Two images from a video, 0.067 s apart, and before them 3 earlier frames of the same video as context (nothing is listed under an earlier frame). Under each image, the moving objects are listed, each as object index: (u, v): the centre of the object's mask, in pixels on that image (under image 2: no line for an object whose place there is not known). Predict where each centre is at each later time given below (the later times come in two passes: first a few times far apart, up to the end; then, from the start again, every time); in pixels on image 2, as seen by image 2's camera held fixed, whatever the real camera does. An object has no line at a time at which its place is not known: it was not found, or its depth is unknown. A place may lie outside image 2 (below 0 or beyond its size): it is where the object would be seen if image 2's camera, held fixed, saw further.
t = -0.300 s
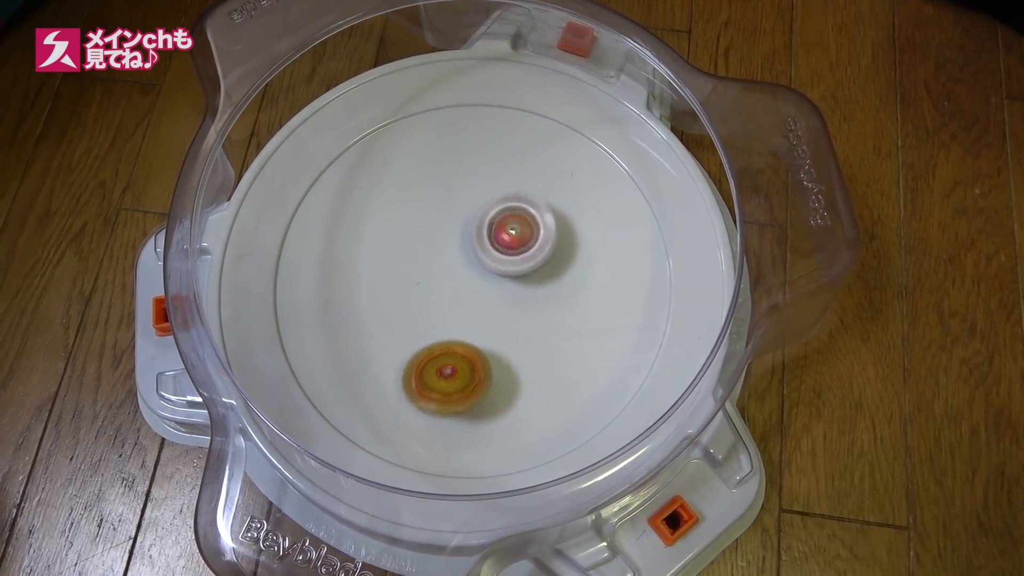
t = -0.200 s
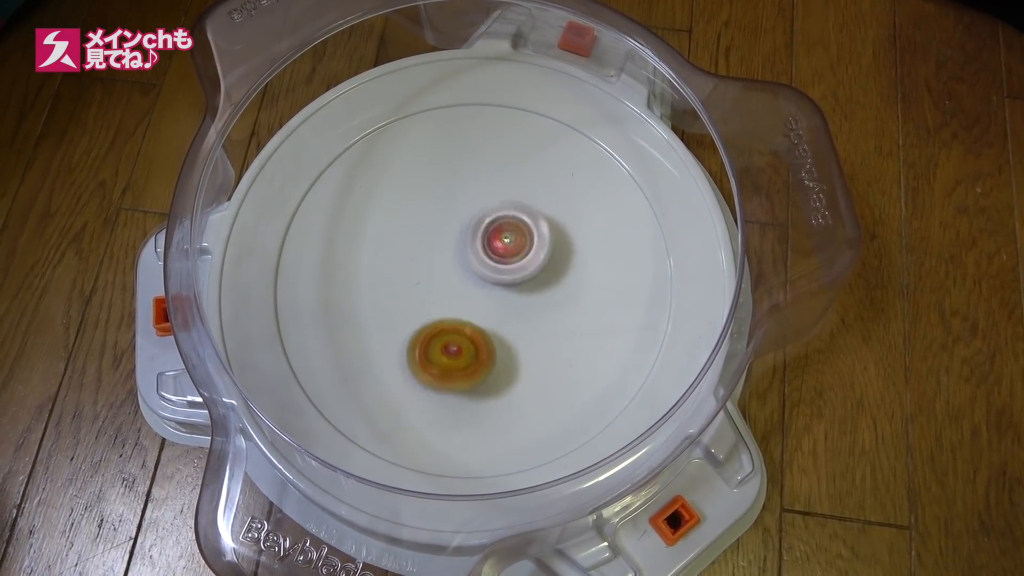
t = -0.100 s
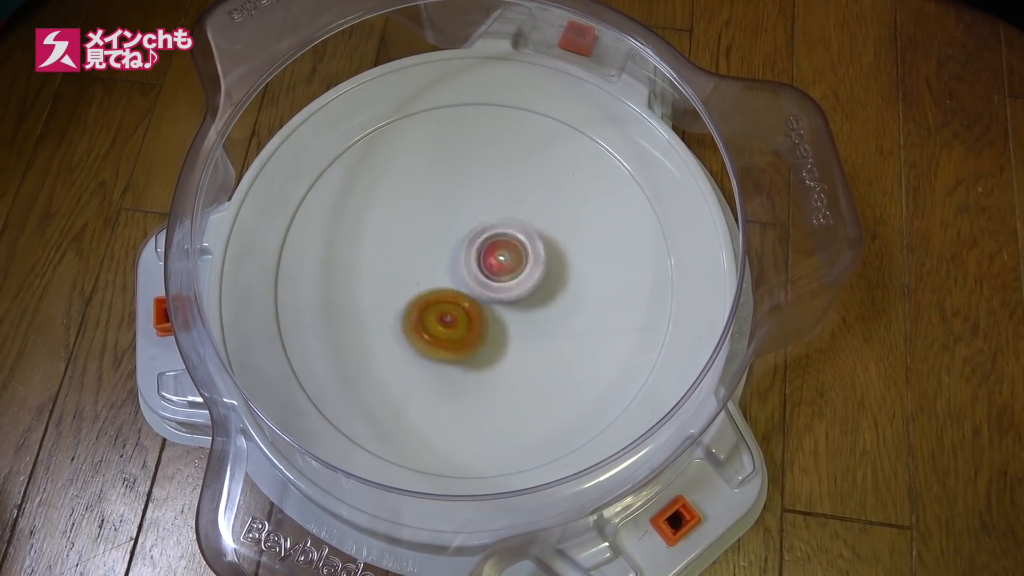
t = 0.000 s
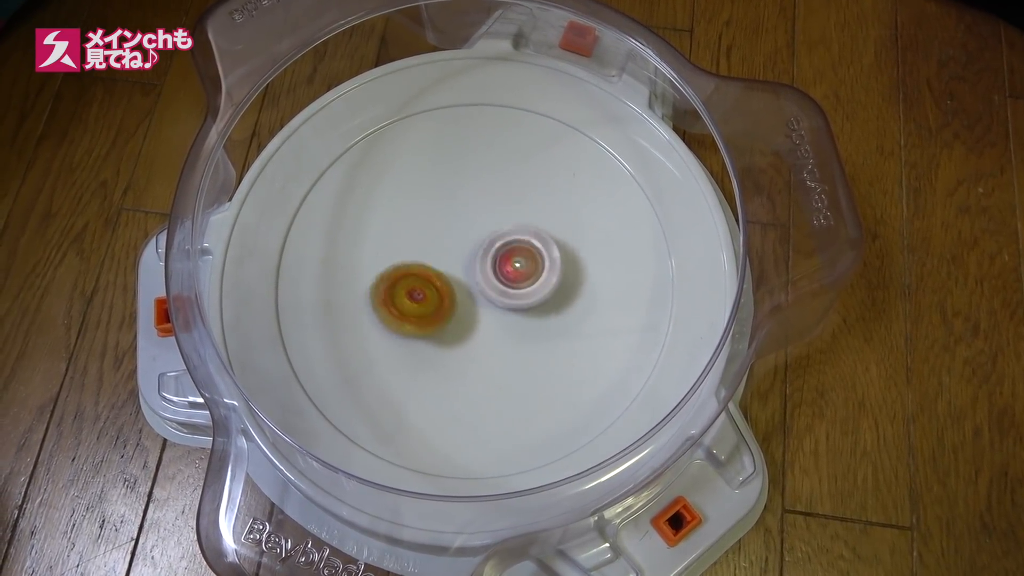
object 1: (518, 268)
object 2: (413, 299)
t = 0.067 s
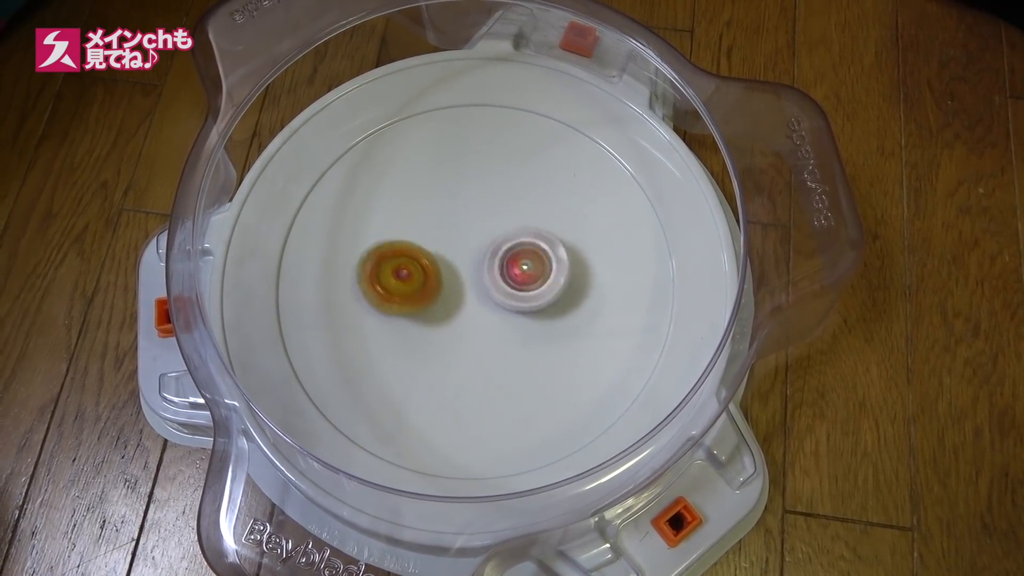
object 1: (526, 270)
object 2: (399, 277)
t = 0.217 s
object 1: (527, 270)
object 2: (389, 236)
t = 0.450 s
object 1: (489, 285)
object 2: (430, 212)
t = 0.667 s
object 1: (478, 323)
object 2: (502, 215)
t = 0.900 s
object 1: (494, 311)
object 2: (563, 235)
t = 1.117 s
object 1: (459, 275)
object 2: (558, 275)
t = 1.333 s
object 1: (425, 290)
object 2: (510, 323)
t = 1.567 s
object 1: (414, 280)
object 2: (453, 359)
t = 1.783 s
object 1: (427, 249)
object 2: (410, 332)
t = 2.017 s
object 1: (462, 199)
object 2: (405, 274)
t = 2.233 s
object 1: (492, 175)
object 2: (437, 240)
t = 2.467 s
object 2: (357, 321)
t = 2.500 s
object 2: (361, 327)
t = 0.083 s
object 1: (527, 271)
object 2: (396, 272)
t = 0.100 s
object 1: (528, 270)
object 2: (394, 267)
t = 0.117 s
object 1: (530, 271)
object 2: (392, 261)
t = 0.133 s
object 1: (529, 270)
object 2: (390, 257)
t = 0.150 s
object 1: (530, 271)
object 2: (389, 252)
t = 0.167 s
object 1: (530, 270)
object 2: (388, 247)
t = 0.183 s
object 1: (529, 270)
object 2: (388, 244)
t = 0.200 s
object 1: (529, 270)
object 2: (388, 239)
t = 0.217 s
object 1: (527, 270)
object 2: (389, 236)
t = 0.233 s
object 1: (526, 270)
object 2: (390, 232)
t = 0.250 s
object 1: (525, 270)
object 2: (391, 229)
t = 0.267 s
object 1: (522, 270)
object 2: (393, 225)
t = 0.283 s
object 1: (521, 270)
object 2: (394, 223)
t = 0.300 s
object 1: (517, 271)
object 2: (397, 221)
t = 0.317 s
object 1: (515, 271)
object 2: (400, 219)
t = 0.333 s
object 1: (511, 274)
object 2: (403, 217)
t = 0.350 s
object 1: (506, 273)
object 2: (406, 215)
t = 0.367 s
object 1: (505, 275)
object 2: (410, 215)
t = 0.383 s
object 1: (501, 276)
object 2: (413, 213)
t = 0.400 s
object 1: (501, 279)
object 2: (417, 213)
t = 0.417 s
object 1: (495, 280)
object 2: (421, 213)
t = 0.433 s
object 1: (494, 283)
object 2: (426, 212)
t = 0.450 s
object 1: (489, 285)
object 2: (430, 212)
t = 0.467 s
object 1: (488, 288)
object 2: (435, 212)
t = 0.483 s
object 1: (484, 291)
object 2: (440, 212)
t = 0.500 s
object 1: (484, 294)
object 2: (444, 212)
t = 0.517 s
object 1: (481, 297)
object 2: (450, 212)
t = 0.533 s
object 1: (481, 300)
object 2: (455, 212)
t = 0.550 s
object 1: (478, 304)
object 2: (460, 212)
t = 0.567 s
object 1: (478, 308)
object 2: (466, 213)
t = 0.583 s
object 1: (477, 310)
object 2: (472, 213)
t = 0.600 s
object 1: (476, 313)
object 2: (479, 214)
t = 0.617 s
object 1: (477, 316)
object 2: (484, 214)
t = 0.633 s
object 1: (476, 319)
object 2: (490, 214)
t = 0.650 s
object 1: (476, 321)
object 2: (496, 215)
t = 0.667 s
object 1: (478, 323)
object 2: (502, 215)
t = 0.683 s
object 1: (480, 326)
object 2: (508, 216)
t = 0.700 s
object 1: (481, 327)
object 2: (514, 217)
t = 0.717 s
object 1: (481, 328)
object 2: (520, 218)
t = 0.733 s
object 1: (481, 328)
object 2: (525, 219)
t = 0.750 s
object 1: (486, 329)
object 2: (530, 220)
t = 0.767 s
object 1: (485, 327)
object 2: (535, 221)
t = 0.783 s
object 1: (489, 327)
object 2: (540, 222)
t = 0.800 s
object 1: (489, 325)
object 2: (544, 223)
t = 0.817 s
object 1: (491, 324)
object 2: (548, 225)
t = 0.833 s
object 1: (493, 322)
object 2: (552, 227)
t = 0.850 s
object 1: (493, 320)
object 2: (555, 229)
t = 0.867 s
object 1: (494, 317)
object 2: (558, 231)
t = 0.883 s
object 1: (495, 314)
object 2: (560, 233)
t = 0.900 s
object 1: (494, 311)
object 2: (563, 235)
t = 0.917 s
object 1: (495, 307)
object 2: (565, 237)
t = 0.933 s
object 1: (493, 305)
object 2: (566, 241)
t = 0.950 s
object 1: (490, 299)
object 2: (566, 243)
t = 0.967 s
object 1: (491, 298)
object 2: (567, 246)
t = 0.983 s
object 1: (488, 293)
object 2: (567, 249)
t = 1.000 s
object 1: (486, 291)
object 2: (567, 251)
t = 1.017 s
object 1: (482, 287)
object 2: (566, 255)
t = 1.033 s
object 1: (479, 285)
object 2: (566, 257)
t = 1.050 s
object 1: (476, 282)
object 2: (565, 261)
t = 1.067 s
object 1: (473, 280)
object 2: (564, 265)
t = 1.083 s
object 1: (467, 279)
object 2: (563, 268)
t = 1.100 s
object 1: (465, 276)
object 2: (560, 271)
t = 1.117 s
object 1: (459, 275)
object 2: (558, 275)
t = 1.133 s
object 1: (455, 273)
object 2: (555, 278)
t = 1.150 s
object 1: (452, 274)
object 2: (552, 282)
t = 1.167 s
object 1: (446, 273)
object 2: (550, 285)
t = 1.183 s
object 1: (445, 274)
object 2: (547, 290)
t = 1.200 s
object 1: (440, 273)
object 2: (543, 293)
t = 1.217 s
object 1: (437, 275)
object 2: (540, 296)
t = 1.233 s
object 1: (433, 277)
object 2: (536, 301)
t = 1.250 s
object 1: (431, 278)
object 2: (532, 304)
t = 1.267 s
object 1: (428, 280)
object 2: (528, 309)
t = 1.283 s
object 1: (427, 281)
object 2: (524, 312)
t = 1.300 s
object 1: (426, 285)
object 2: (520, 316)
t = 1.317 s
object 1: (423, 286)
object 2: (515, 319)
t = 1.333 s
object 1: (425, 290)
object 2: (510, 323)
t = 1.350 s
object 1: (423, 291)
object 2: (507, 327)
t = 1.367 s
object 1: (425, 293)
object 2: (502, 331)
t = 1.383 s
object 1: (425, 292)
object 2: (501, 338)
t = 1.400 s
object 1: (424, 291)
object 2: (497, 343)
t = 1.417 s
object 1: (423, 290)
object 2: (492, 347)
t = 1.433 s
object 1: (421, 288)
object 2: (488, 350)
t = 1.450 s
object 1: (422, 289)
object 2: (485, 355)
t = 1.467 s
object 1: (419, 286)
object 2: (480, 357)
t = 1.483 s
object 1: (418, 285)
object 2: (476, 358)
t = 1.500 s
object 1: (415, 284)
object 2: (471, 360)
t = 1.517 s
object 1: (414, 283)
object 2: (466, 360)
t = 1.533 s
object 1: (413, 282)
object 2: (462, 361)
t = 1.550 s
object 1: (412, 280)
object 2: (457, 361)
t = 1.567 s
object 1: (414, 280)
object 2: (453, 359)
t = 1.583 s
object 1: (412, 279)
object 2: (448, 359)
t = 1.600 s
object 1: (413, 278)
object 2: (444, 357)
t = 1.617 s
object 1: (413, 277)
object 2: (440, 357)
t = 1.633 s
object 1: (413, 273)
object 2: (436, 357)
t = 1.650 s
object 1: (416, 271)
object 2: (433, 356)
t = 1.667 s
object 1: (415, 268)
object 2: (429, 355)
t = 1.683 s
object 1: (418, 266)
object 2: (425, 353)
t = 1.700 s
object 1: (418, 262)
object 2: (422, 351)
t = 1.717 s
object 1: (419, 260)
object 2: (419, 348)
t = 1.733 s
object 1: (423, 258)
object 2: (416, 345)
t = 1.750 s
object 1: (423, 253)
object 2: (414, 340)
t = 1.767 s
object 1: (427, 252)
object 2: (412, 337)
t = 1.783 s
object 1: (427, 249)
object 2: (410, 332)
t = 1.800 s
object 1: (429, 246)
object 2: (409, 327)
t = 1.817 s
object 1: (432, 244)
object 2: (407, 323)
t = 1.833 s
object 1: (436, 238)
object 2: (405, 320)
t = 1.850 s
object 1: (440, 234)
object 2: (403, 317)
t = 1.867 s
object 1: (441, 228)
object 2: (400, 314)
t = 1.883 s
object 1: (444, 224)
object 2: (398, 310)
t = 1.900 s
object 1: (447, 222)
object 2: (398, 307)
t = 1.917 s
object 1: (448, 216)
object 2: (397, 303)
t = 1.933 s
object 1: (453, 213)
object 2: (398, 298)
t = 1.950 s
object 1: (452, 210)
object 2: (399, 294)
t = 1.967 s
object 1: (456, 207)
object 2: (399, 289)
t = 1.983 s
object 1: (458, 205)
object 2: (401, 284)
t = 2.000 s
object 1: (458, 200)
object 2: (403, 279)
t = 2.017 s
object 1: (462, 199)
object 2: (405, 274)
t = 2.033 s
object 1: (461, 197)
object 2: (407, 268)
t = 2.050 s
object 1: (463, 194)
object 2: (411, 263)
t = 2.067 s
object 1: (465, 194)
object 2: (412, 259)
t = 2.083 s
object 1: (466, 189)
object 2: (413, 256)
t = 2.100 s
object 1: (470, 186)
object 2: (414, 253)
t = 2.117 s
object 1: (474, 184)
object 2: (415, 252)
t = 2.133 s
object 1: (478, 180)
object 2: (416, 250)
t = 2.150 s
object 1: (482, 179)
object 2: (420, 248)
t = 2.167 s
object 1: (482, 176)
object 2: (422, 247)
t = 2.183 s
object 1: (486, 175)
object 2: (426, 245)
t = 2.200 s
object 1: (488, 176)
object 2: (430, 243)
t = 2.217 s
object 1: (489, 173)
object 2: (434, 242)
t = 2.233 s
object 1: (492, 175)
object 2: (437, 240)
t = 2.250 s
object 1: (493, 176)
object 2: (437, 241)
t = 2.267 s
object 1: (507, 168)
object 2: (424, 244)
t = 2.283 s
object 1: (521, 167)
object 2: (415, 252)
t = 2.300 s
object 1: (534, 164)
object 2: (401, 260)
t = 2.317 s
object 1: (544, 158)
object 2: (390, 267)
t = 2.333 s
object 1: (557, 159)
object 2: (383, 274)
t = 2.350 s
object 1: (566, 158)
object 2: (374, 282)
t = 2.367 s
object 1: (574, 155)
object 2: (367, 289)
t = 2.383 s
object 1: (580, 158)
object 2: (363, 296)
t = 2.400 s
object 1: (586, 159)
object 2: (359, 302)
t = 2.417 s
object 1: (589, 158)
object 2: (358, 308)
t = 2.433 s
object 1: (597, 158)
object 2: (356, 314)
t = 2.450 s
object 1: (599, 161)
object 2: (356, 319)
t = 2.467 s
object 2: (357, 321)
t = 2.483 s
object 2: (359, 325)
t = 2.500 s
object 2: (361, 327)
